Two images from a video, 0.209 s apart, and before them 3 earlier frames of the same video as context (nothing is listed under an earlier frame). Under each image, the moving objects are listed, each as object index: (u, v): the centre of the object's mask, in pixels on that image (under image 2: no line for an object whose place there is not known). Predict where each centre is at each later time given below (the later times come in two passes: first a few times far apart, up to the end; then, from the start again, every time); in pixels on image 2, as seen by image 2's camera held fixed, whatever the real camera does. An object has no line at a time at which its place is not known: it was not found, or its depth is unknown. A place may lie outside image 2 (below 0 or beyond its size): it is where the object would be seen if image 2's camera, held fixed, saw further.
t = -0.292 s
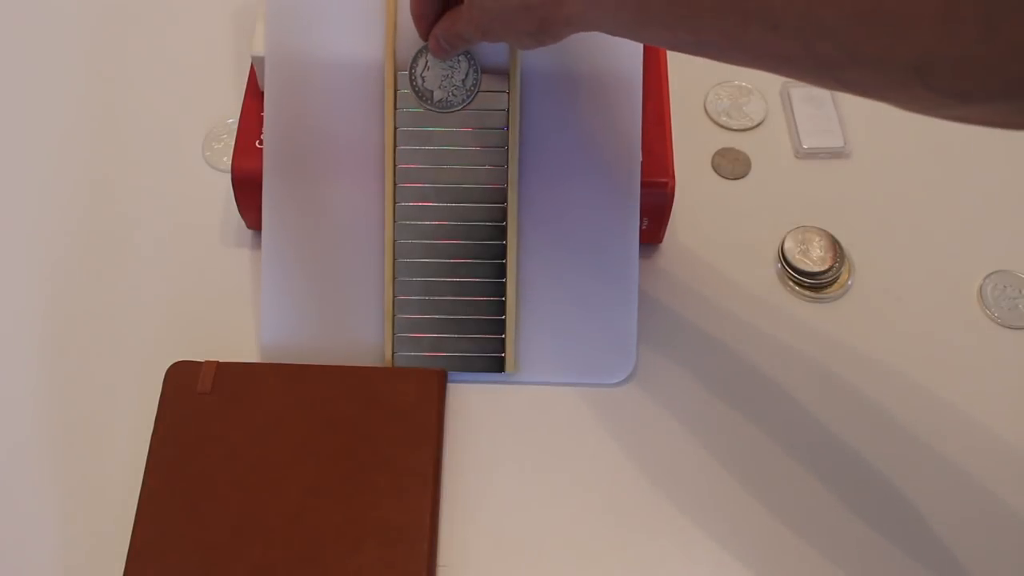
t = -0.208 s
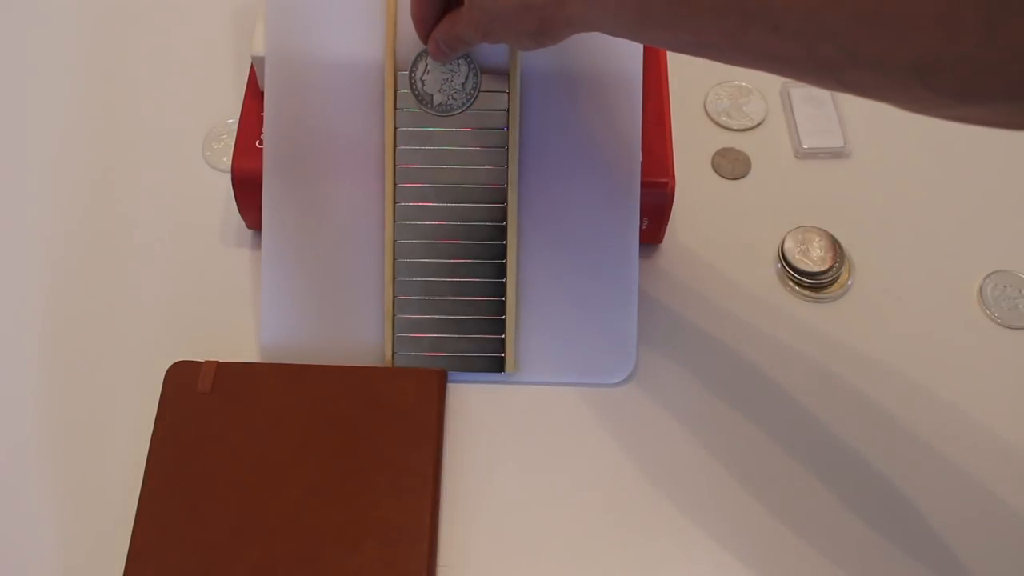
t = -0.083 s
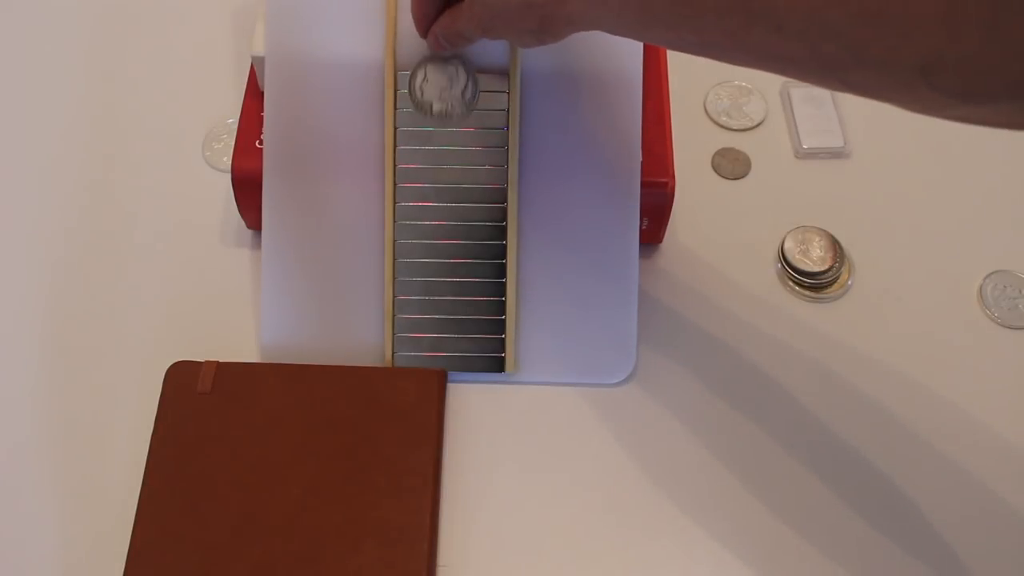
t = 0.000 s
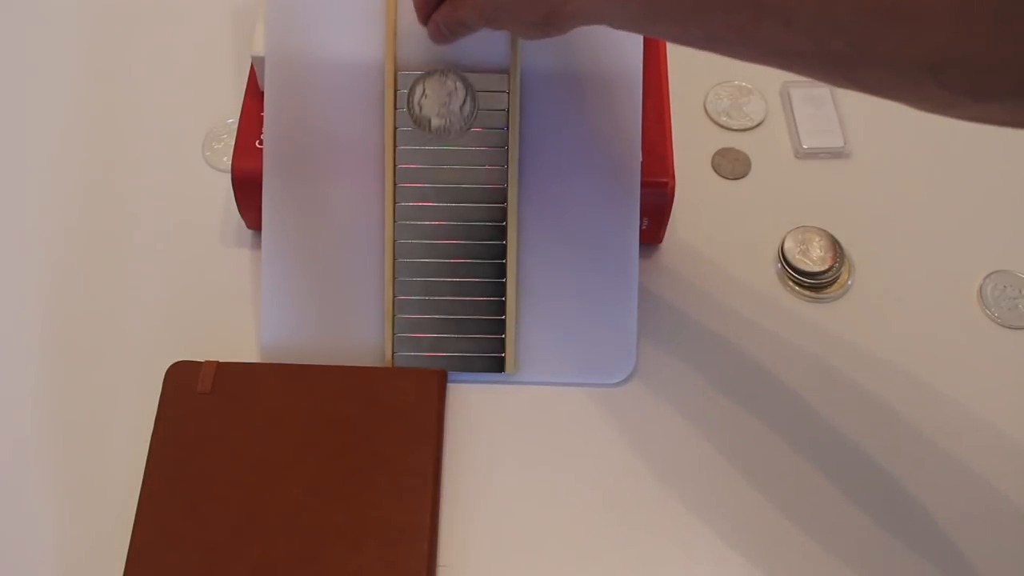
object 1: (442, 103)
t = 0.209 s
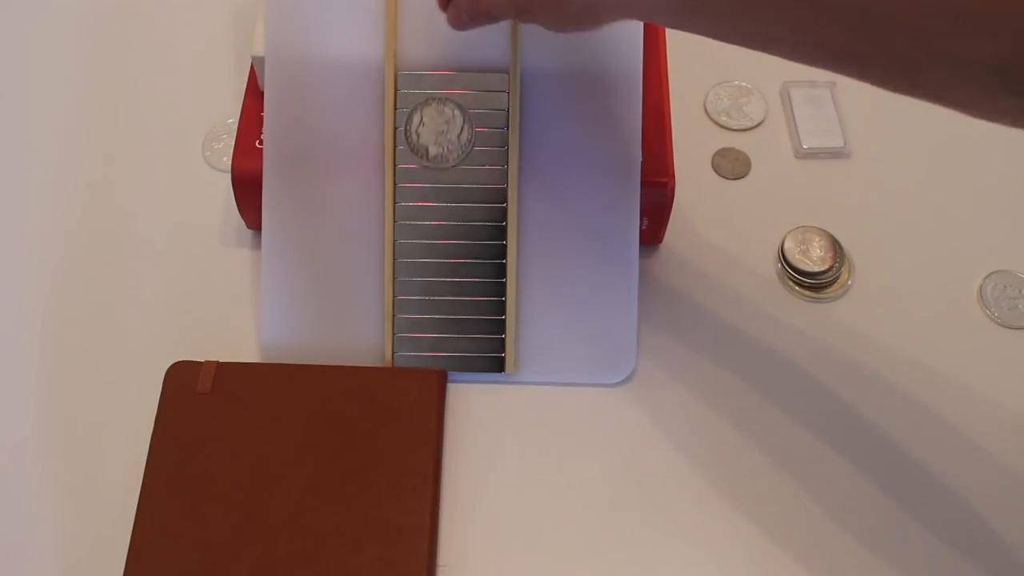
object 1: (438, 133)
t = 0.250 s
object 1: (438, 138)
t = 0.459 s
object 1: (436, 162)
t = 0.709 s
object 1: (435, 192)
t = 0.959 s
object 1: (433, 222)
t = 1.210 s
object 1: (432, 251)
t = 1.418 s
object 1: (430, 276)
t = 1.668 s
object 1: (429, 307)
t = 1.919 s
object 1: (428, 337)
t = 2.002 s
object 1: (427, 337)
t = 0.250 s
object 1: (438, 138)
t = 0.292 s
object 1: (437, 143)
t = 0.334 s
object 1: (437, 148)
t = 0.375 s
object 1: (437, 152)
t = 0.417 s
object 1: (437, 157)
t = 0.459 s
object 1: (436, 162)
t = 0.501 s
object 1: (436, 167)
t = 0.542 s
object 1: (436, 172)
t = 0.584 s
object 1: (435, 177)
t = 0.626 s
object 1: (435, 182)
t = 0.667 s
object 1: (435, 187)
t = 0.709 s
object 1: (435, 192)
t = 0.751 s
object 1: (434, 197)
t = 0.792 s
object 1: (434, 202)
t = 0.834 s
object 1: (434, 206)
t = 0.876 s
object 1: (434, 211)
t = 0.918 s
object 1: (433, 217)
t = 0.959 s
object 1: (433, 222)
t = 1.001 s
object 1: (433, 227)
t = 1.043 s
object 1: (433, 232)
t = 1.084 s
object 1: (433, 237)
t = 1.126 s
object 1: (432, 241)
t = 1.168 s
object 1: (432, 246)
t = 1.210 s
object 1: (432, 251)
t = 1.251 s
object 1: (431, 256)
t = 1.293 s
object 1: (431, 261)
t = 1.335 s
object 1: (430, 266)
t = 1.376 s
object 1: (431, 271)
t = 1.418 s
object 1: (430, 276)
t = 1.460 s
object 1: (430, 280)
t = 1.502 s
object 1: (430, 285)
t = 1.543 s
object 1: (429, 291)
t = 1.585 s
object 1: (429, 297)
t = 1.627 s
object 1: (429, 301)
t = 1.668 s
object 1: (429, 307)
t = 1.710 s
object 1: (429, 314)
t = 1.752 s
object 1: (429, 319)
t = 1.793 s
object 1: (428, 325)
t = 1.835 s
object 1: (428, 329)
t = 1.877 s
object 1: (429, 334)
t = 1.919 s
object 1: (428, 337)
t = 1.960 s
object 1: (428, 337)
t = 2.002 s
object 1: (427, 337)
